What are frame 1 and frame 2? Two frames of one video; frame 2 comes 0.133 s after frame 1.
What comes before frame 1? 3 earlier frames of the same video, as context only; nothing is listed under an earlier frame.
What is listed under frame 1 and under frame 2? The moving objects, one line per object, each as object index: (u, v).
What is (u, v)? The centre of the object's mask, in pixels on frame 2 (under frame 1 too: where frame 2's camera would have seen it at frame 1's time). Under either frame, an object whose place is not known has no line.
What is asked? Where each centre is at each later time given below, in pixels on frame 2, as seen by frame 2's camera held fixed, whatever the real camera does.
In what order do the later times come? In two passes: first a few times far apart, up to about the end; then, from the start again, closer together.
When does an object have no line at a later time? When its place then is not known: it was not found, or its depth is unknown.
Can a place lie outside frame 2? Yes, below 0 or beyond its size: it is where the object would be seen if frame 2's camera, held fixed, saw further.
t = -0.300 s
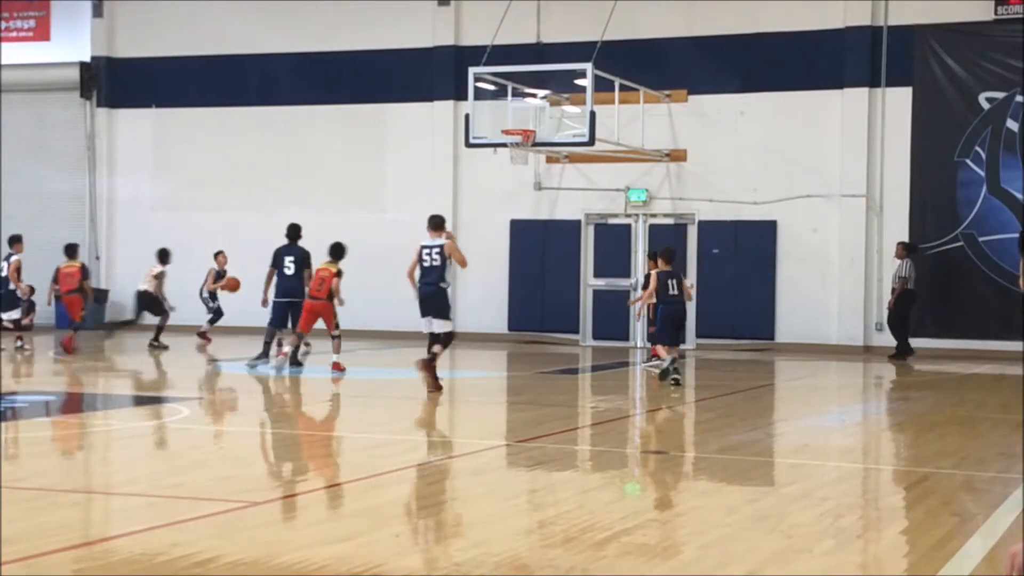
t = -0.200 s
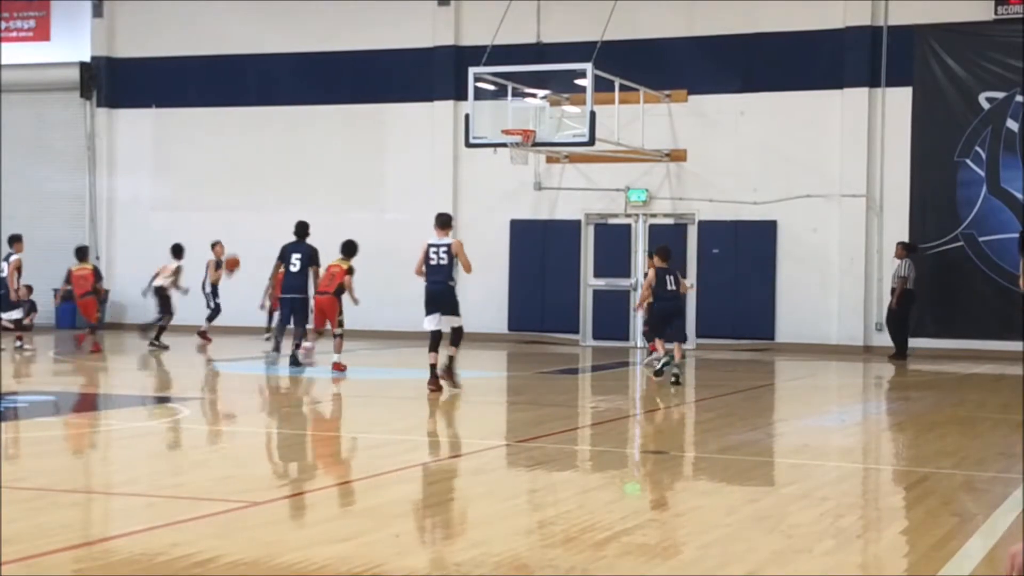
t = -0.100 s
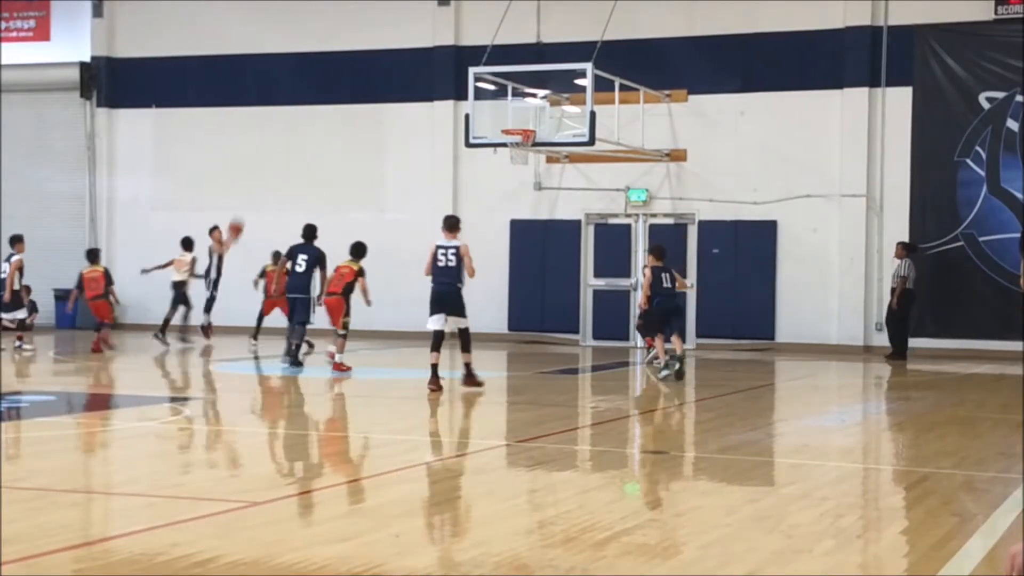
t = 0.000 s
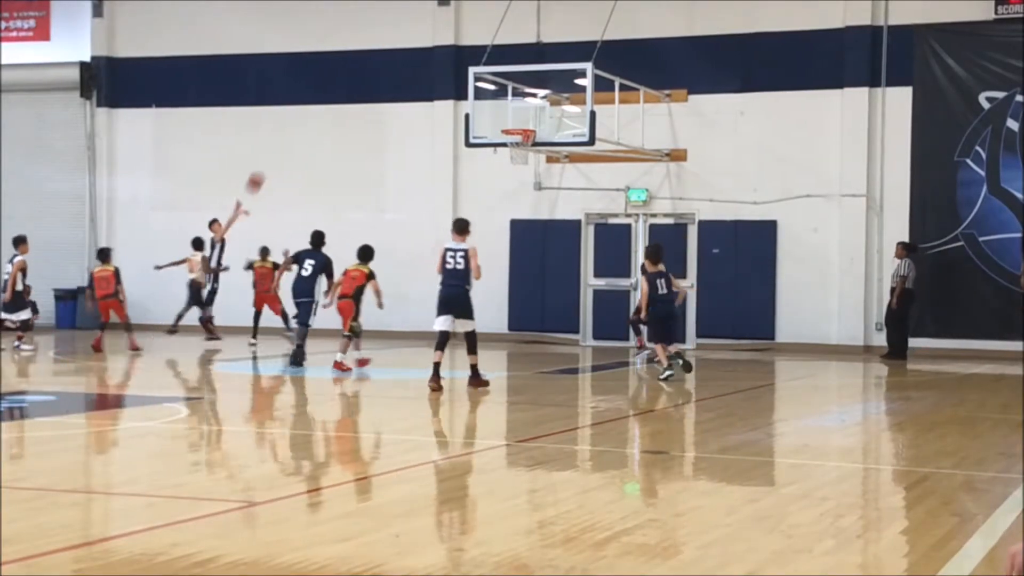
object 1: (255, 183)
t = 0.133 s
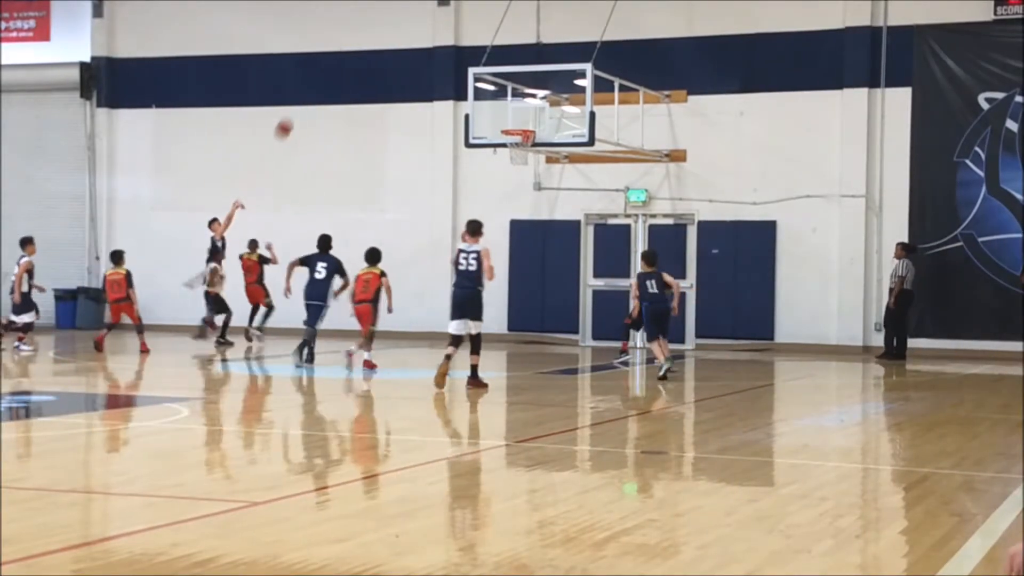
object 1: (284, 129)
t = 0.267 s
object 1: (312, 85)
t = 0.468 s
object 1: (356, 43)
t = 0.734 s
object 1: (414, 27)
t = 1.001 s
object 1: (472, 61)
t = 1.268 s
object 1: (486, 104)
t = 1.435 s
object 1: (494, 160)
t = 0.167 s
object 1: (291, 116)
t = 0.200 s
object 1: (299, 104)
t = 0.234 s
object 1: (305, 95)
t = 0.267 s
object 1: (312, 85)
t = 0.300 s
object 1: (319, 76)
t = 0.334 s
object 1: (327, 68)
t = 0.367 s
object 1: (334, 61)
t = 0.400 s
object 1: (341, 55)
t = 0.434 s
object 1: (349, 49)
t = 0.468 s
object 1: (356, 43)
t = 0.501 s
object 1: (364, 38)
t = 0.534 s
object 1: (371, 34)
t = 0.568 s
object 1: (378, 31)
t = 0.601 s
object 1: (385, 29)
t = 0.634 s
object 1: (393, 27)
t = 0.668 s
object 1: (399, 27)
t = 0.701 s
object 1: (406, 27)
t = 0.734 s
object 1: (414, 27)
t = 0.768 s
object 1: (421, 29)
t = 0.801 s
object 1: (429, 31)
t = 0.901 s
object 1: (451, 43)
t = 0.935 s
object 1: (459, 49)
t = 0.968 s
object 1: (466, 54)
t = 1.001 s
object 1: (472, 61)
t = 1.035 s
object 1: (475, 64)
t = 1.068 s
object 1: (477, 67)
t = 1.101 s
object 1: (478, 71)
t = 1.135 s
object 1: (479, 76)
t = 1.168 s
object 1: (481, 83)
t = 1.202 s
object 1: (483, 89)
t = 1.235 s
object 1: (485, 96)
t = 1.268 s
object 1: (486, 104)
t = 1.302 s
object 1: (488, 114)
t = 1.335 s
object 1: (490, 124)
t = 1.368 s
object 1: (491, 134)
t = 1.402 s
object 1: (493, 147)
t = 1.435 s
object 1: (494, 160)
